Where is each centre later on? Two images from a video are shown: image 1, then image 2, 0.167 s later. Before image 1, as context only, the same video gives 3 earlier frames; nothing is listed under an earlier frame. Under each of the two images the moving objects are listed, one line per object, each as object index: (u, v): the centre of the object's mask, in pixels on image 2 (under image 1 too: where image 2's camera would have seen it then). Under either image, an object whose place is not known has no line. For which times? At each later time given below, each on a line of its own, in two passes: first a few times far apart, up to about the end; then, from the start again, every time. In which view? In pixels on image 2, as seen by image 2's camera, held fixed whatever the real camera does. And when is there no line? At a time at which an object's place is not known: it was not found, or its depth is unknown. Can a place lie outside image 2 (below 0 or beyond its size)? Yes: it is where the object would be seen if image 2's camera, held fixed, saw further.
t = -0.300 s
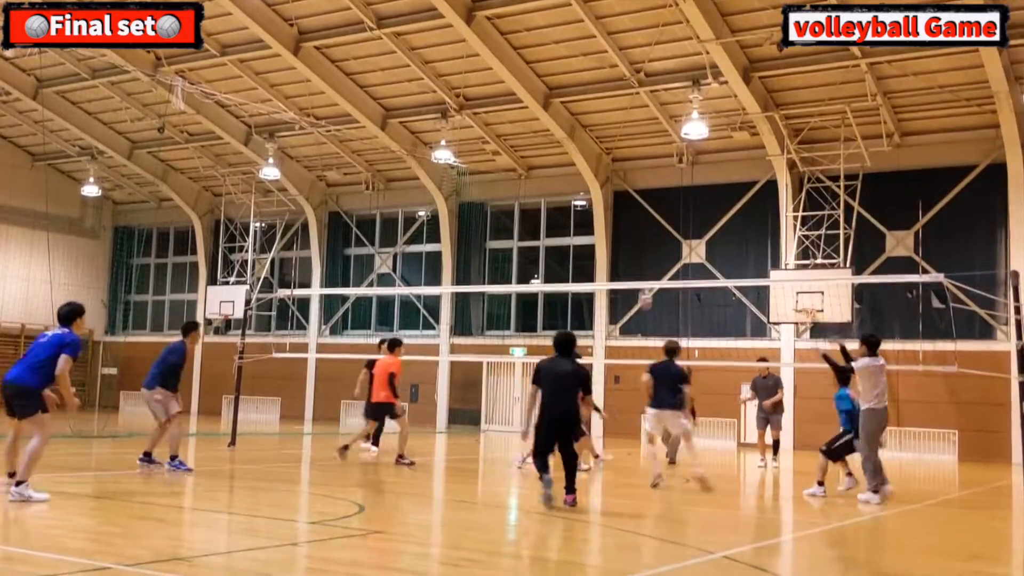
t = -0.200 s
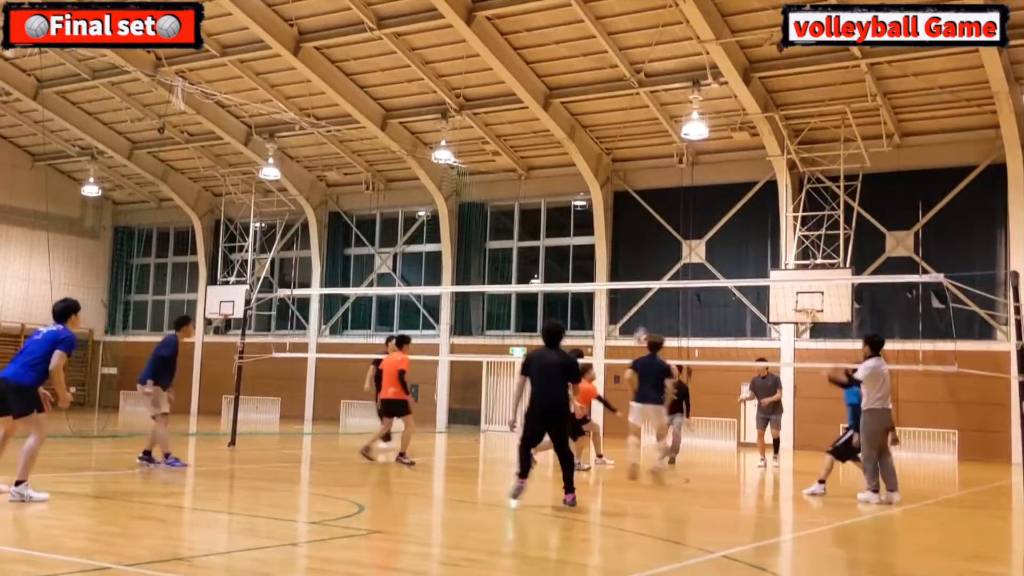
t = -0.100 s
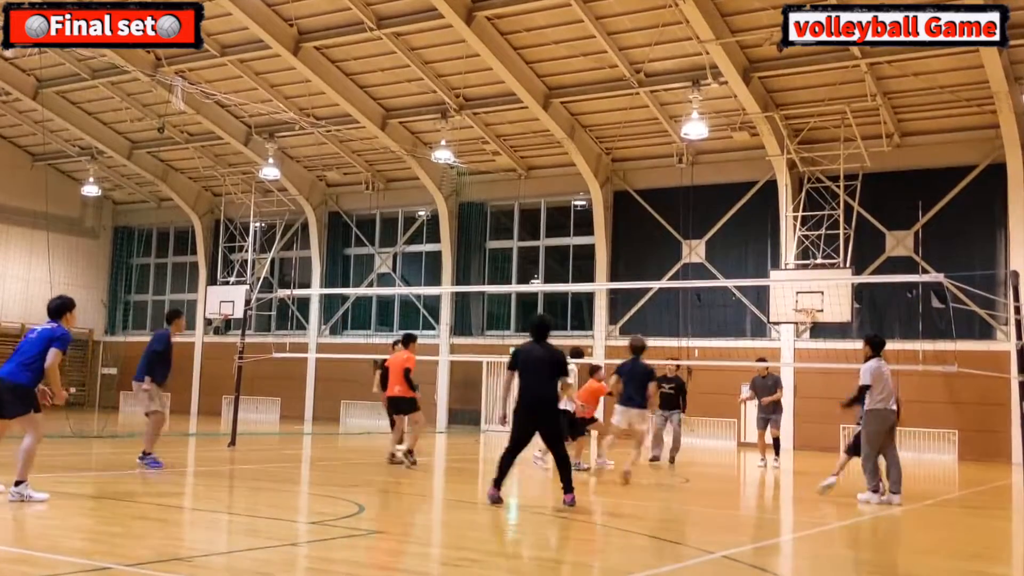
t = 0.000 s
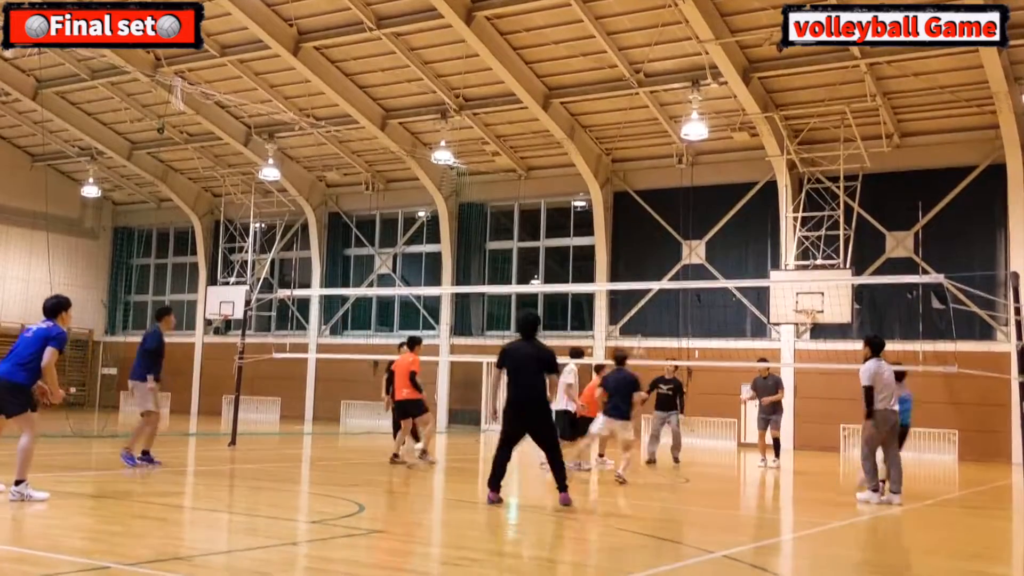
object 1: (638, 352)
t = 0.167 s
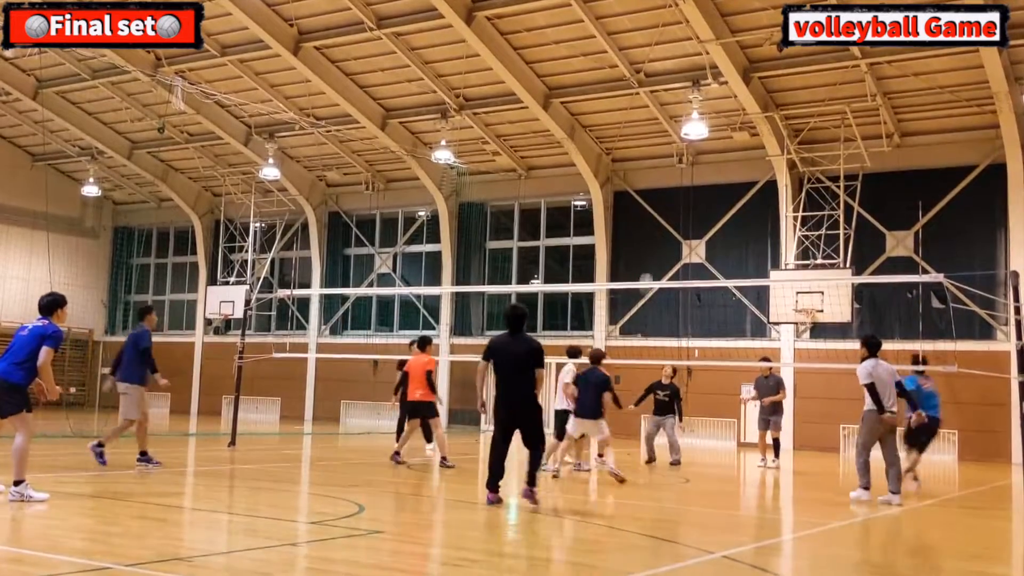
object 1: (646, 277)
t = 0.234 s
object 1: (648, 263)
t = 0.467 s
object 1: (657, 214)
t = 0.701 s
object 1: (662, 200)
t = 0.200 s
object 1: (648, 272)
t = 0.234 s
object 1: (648, 263)
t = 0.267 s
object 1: (650, 254)
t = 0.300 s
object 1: (651, 245)
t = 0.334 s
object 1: (652, 238)
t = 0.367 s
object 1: (654, 231)
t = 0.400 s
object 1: (654, 225)
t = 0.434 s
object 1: (655, 219)
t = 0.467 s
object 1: (657, 214)
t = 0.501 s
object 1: (658, 210)
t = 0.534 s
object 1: (658, 207)
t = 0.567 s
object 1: (659, 204)
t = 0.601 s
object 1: (660, 202)
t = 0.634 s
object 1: (661, 201)
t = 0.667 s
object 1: (662, 200)
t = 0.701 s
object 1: (662, 200)
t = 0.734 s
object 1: (663, 201)
